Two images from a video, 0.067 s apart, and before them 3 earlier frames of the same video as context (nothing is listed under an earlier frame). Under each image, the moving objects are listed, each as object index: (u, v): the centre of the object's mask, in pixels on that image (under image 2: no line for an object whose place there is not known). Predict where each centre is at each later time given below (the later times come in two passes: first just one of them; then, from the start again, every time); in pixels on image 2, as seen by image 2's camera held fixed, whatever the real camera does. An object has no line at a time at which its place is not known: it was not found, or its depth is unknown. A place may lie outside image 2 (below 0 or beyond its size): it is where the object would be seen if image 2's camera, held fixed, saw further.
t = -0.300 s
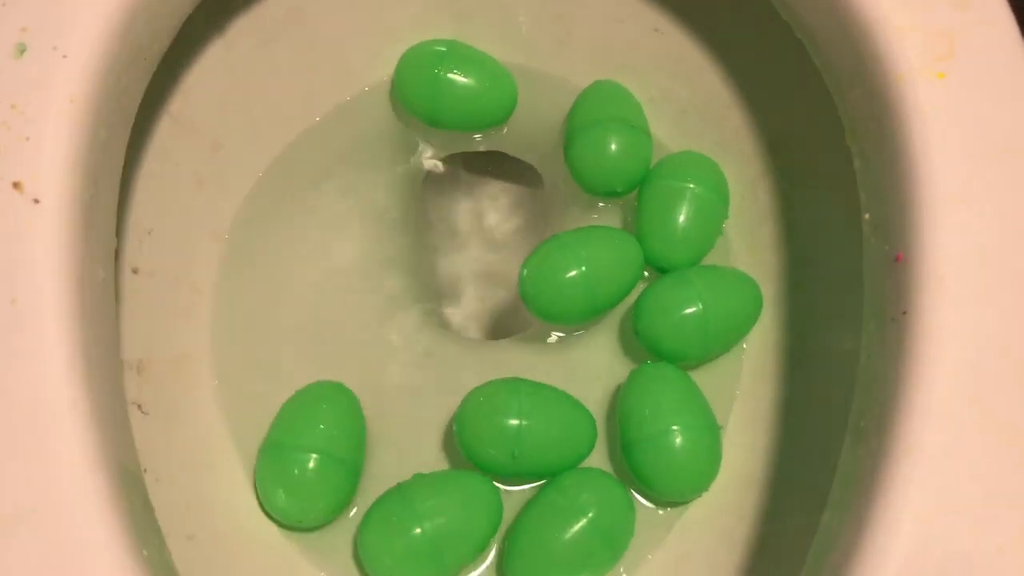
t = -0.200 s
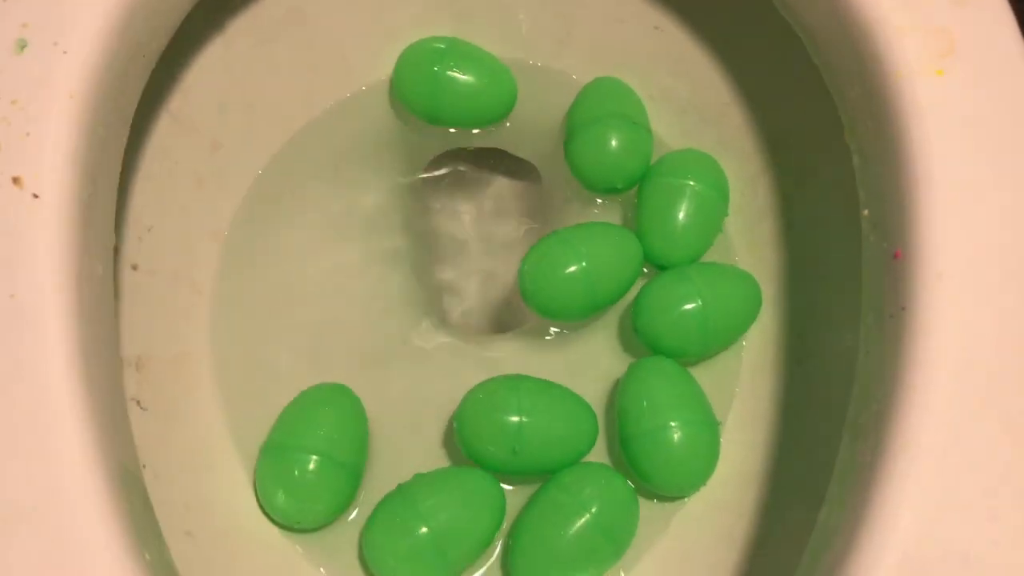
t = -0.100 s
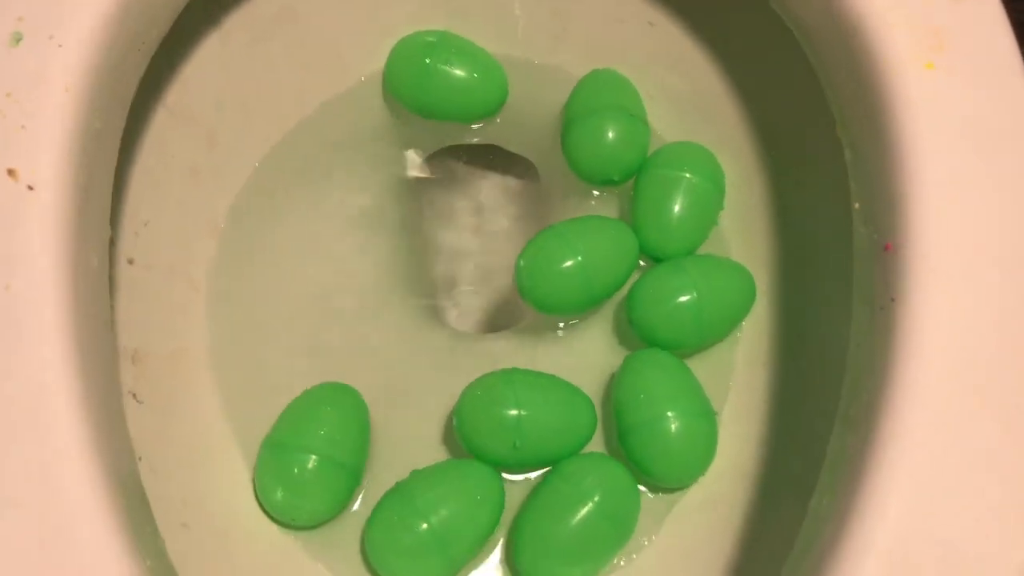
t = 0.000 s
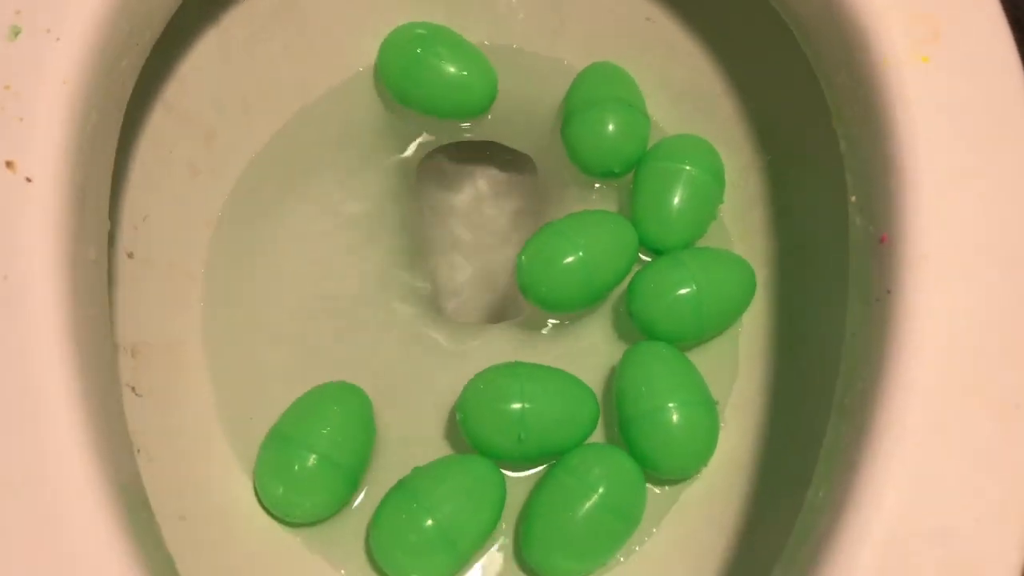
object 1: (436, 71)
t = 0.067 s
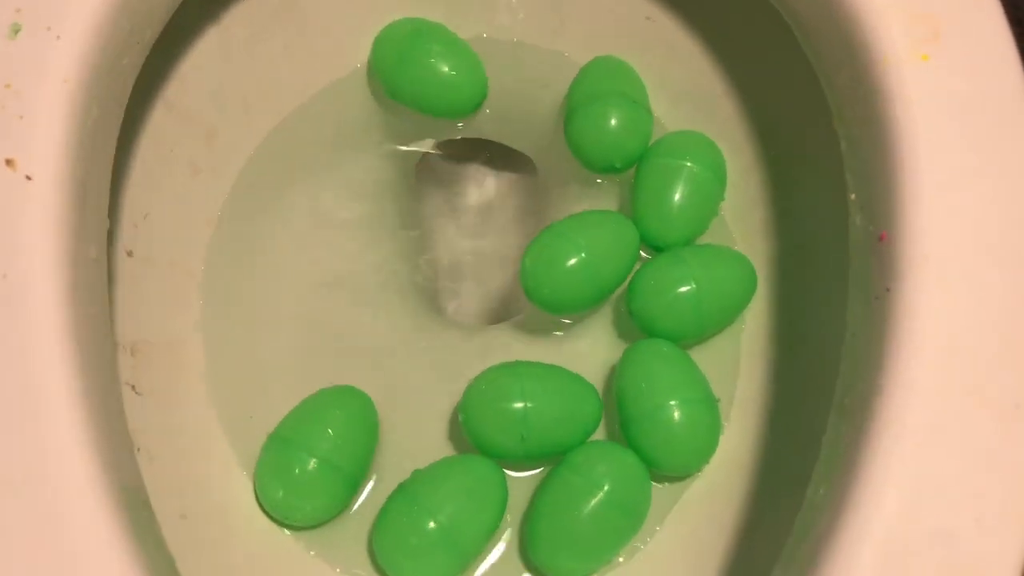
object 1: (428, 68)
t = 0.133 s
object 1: (417, 67)
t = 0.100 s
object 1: (423, 68)
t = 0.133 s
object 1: (417, 67)
